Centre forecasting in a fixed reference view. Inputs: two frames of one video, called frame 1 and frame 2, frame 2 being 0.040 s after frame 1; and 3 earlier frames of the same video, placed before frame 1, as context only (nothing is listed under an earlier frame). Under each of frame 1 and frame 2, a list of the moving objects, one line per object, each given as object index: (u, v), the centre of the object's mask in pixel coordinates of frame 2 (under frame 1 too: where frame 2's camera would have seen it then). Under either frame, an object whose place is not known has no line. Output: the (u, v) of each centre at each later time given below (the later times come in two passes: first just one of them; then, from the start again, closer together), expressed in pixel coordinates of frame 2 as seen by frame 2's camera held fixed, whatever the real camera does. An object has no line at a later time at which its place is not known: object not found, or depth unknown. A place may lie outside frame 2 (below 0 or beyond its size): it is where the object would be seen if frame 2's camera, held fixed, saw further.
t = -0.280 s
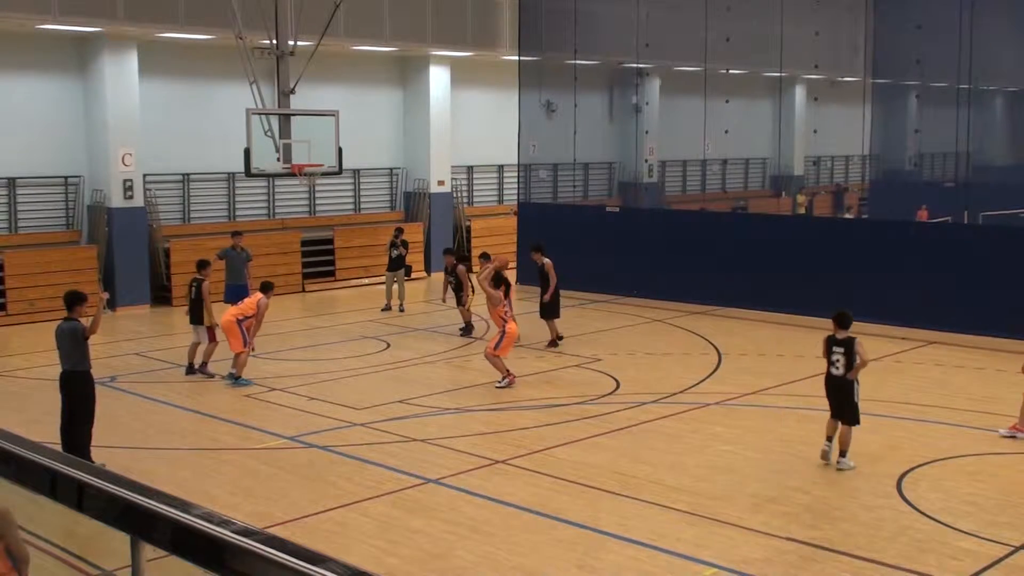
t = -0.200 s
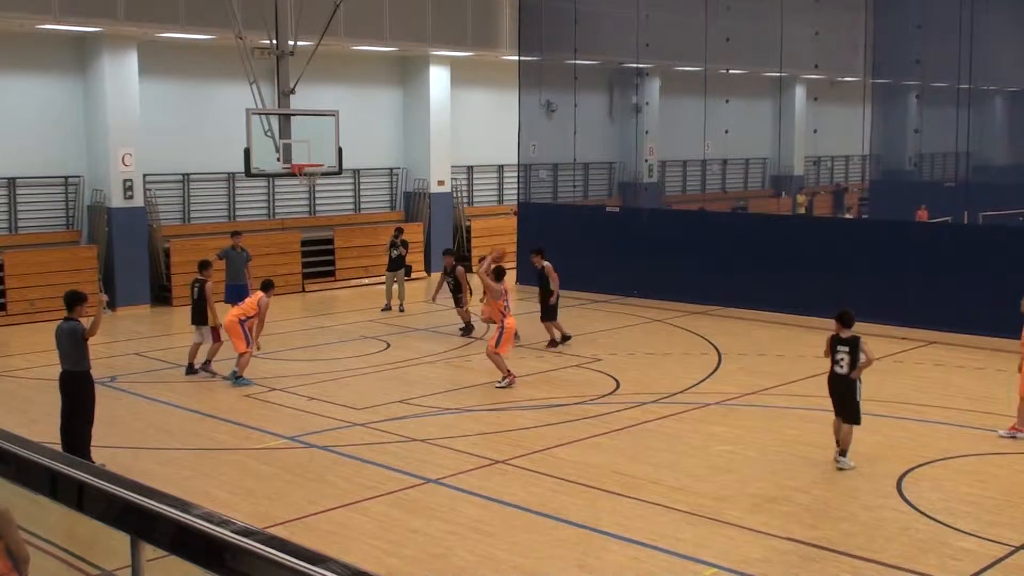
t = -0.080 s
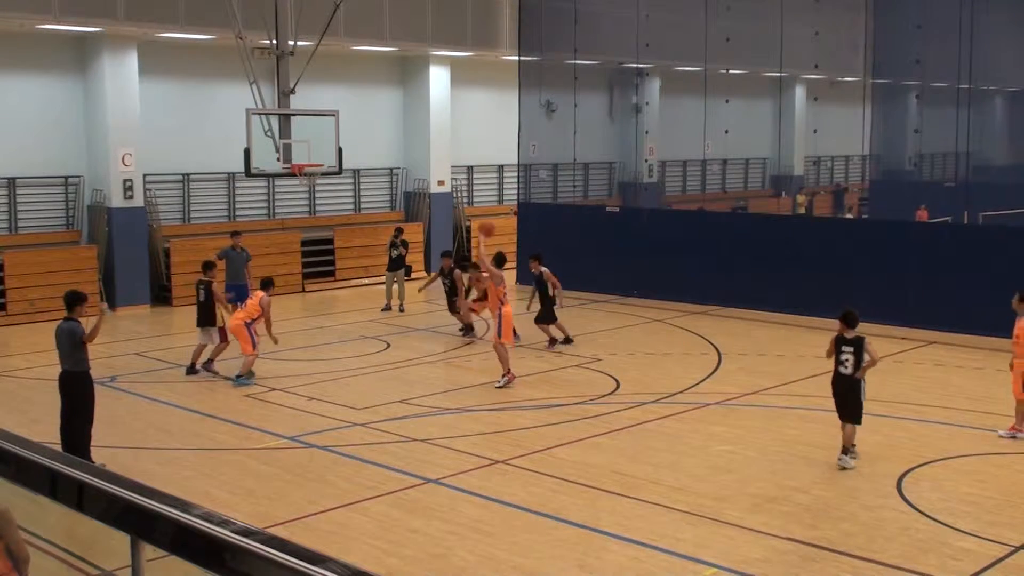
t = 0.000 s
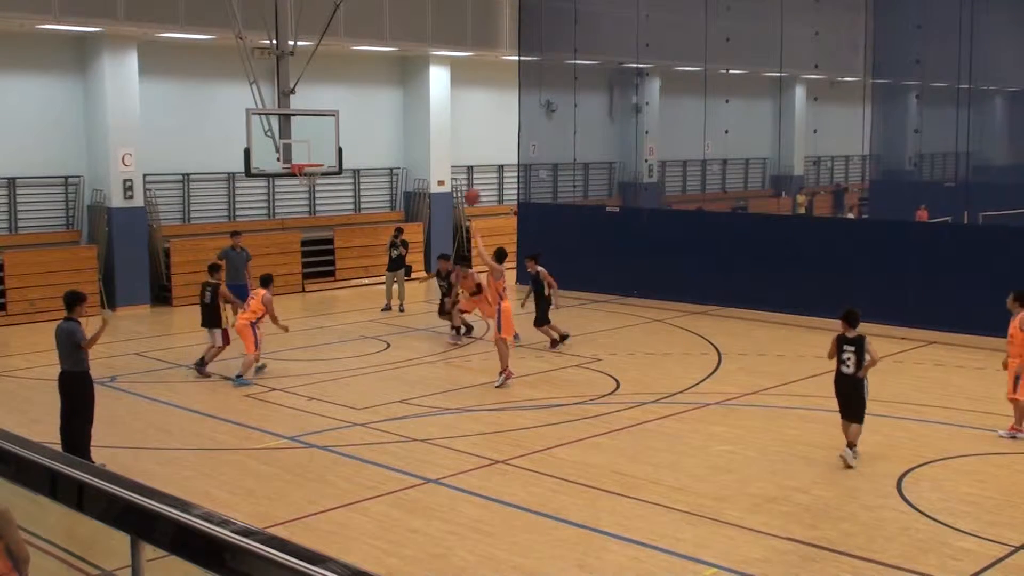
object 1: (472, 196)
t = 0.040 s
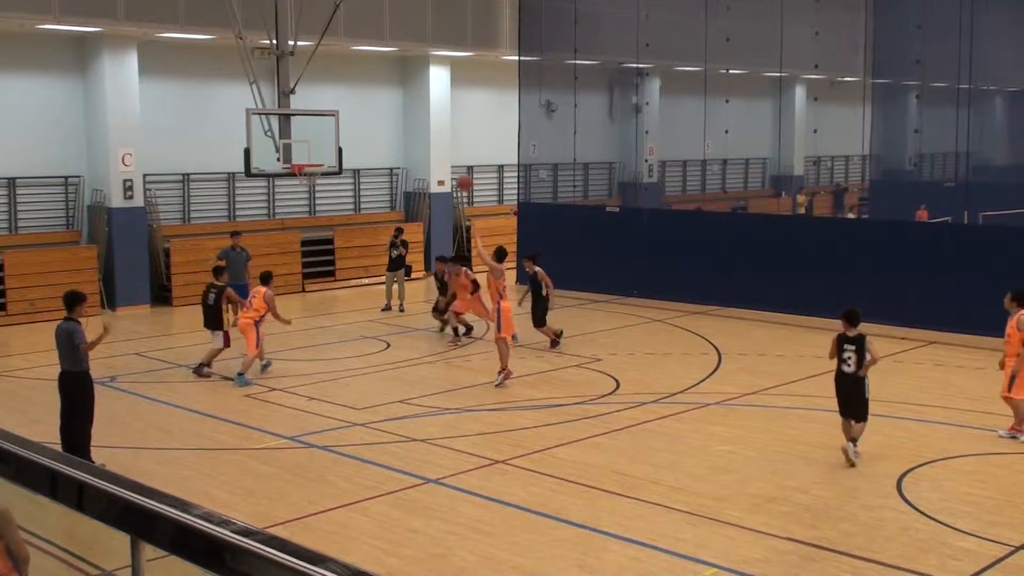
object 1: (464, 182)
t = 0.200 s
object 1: (436, 137)
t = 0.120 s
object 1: (450, 157)
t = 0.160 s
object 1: (443, 146)
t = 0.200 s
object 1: (436, 137)
